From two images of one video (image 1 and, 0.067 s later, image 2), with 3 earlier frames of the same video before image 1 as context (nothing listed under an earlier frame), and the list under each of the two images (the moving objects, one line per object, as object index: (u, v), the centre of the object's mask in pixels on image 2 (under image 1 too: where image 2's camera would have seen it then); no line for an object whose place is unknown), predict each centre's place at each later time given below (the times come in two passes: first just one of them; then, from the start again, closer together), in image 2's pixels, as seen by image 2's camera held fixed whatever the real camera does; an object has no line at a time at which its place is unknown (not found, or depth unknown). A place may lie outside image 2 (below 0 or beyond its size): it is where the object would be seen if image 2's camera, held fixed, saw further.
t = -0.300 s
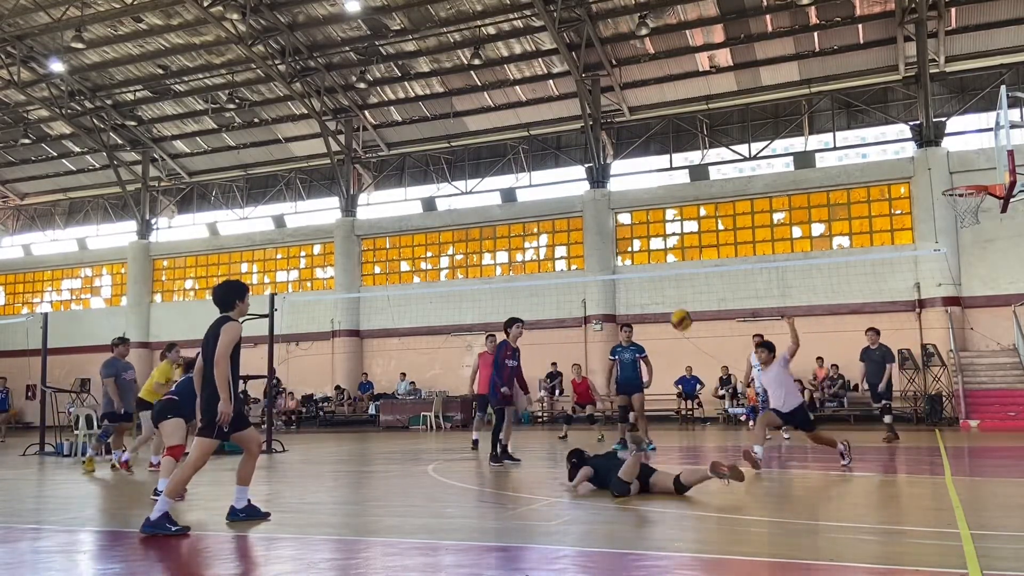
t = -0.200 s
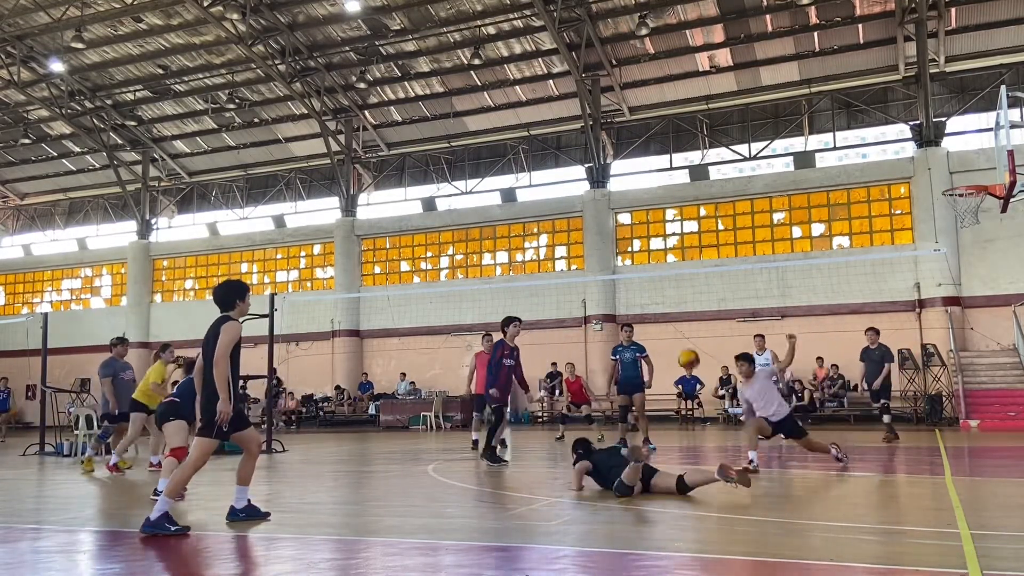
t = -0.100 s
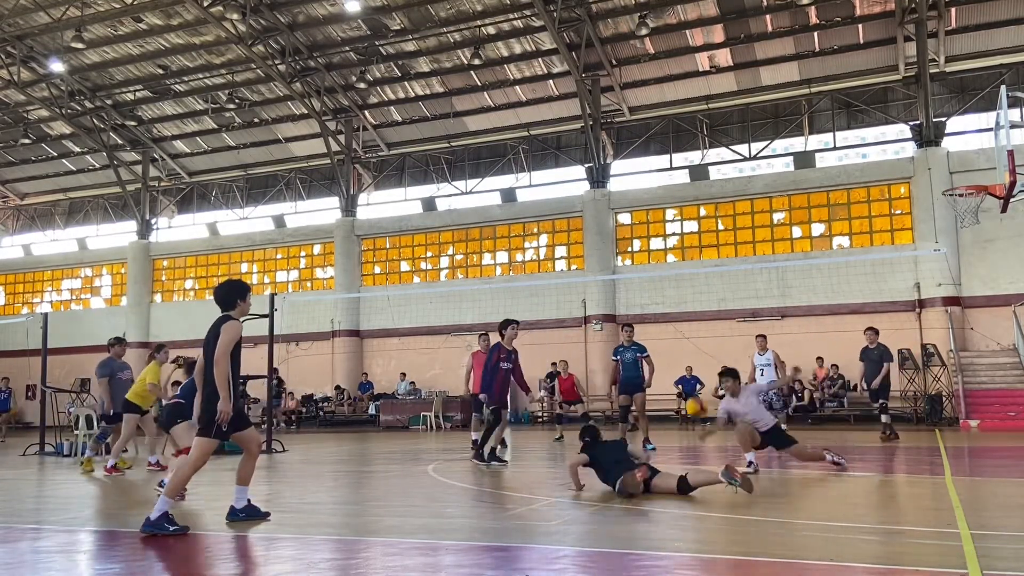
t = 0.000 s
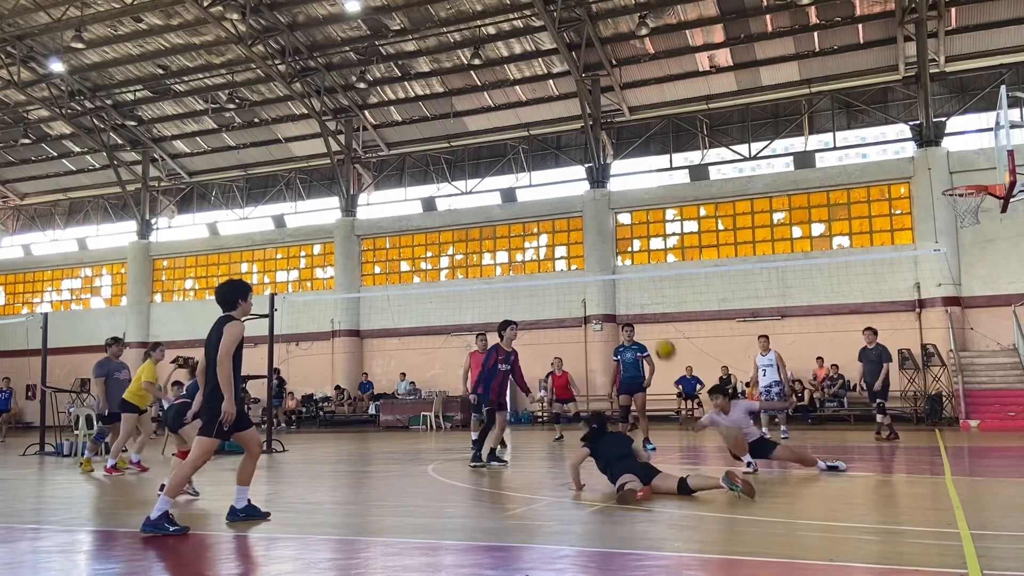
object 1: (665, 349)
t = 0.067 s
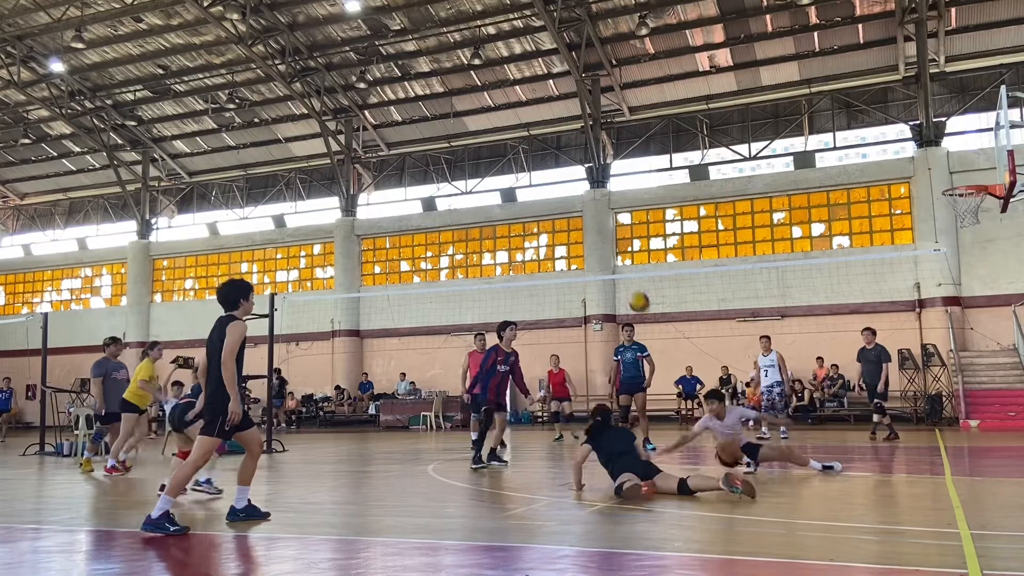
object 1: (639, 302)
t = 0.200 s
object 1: (592, 226)
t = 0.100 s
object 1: (627, 281)
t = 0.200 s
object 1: (592, 226)
